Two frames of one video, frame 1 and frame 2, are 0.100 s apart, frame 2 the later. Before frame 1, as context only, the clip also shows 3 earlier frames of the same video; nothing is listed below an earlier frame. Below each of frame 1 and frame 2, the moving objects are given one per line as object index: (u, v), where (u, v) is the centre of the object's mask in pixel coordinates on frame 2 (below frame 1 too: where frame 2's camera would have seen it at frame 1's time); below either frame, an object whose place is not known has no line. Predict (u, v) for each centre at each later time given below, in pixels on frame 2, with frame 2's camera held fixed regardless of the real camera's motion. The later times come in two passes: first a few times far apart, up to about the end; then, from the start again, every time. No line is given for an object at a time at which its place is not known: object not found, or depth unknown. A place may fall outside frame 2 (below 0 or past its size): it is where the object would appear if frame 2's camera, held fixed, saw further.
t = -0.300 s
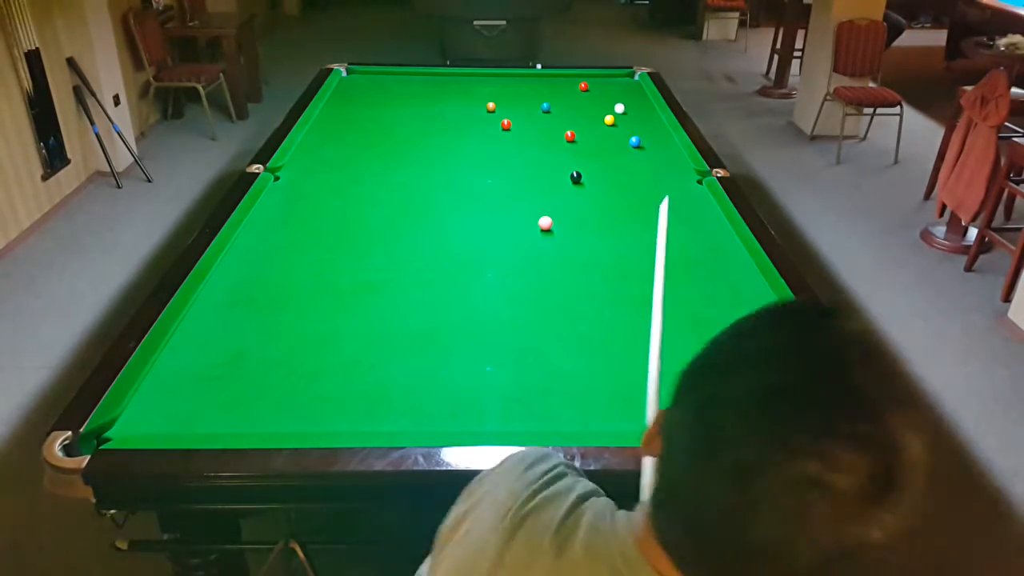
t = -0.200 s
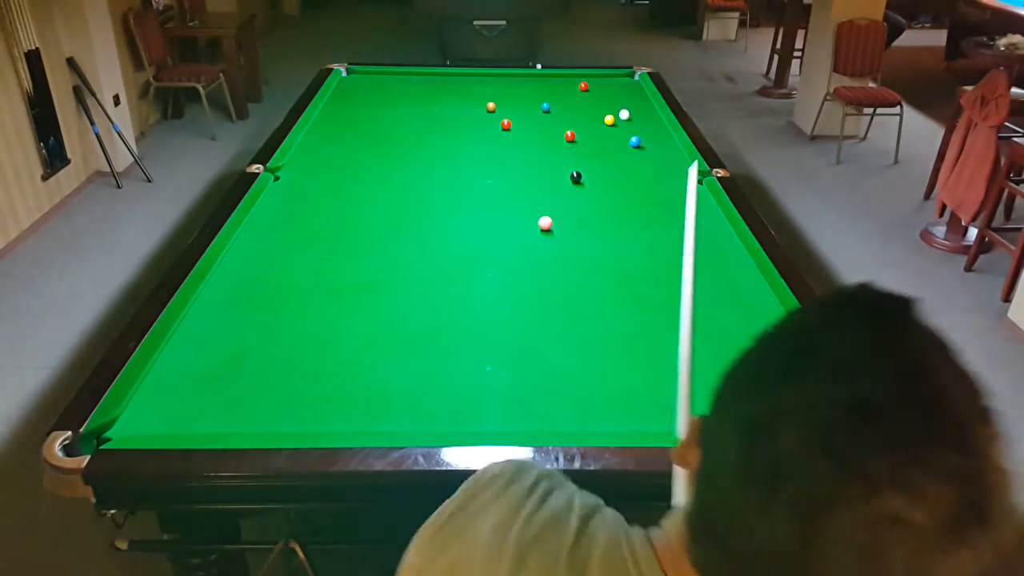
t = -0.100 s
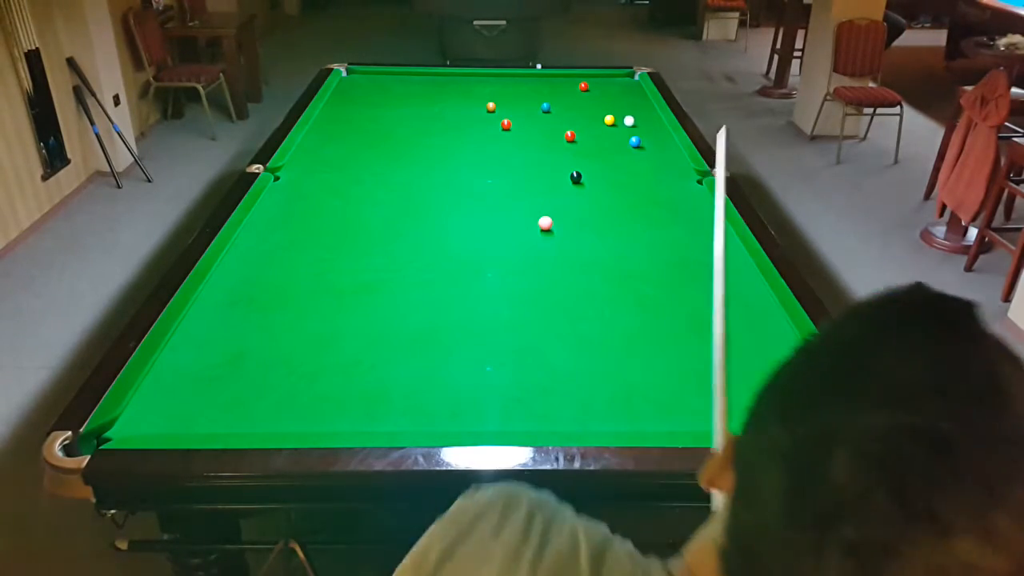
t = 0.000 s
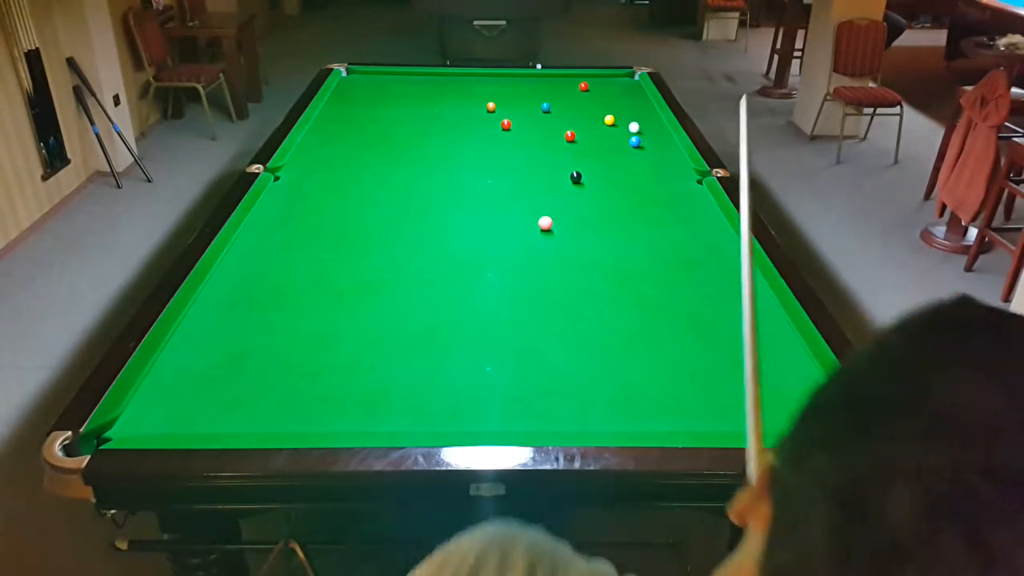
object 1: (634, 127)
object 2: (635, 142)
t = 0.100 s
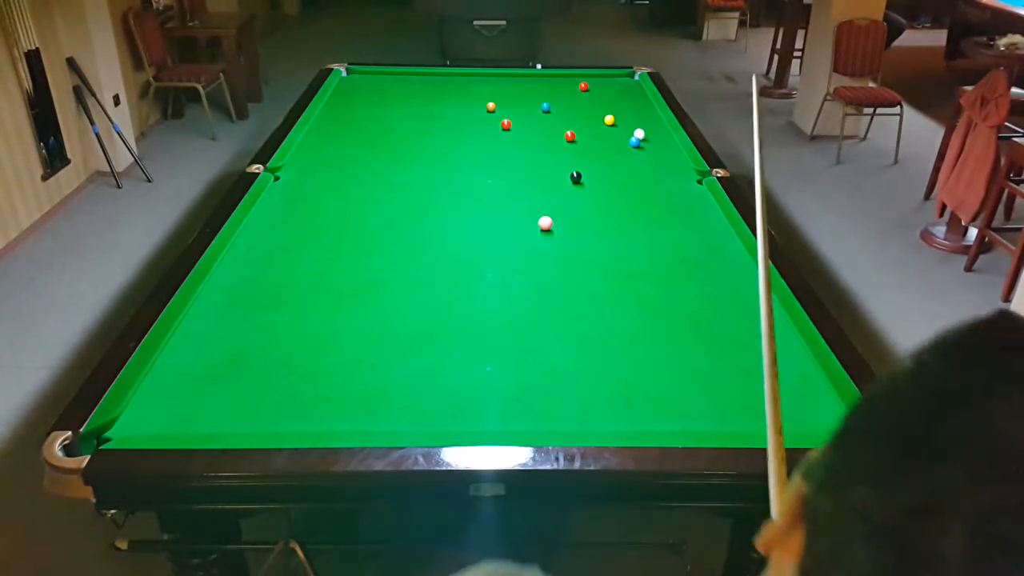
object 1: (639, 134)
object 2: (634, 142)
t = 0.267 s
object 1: (653, 145)
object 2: (630, 143)
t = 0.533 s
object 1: (681, 161)
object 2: (618, 146)
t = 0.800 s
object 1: (679, 176)
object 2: (607, 148)
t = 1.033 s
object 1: (676, 189)
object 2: (599, 150)
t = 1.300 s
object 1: (673, 205)
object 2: (590, 152)
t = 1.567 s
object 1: (669, 221)
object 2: (583, 154)
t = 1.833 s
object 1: (665, 238)
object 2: (576, 156)
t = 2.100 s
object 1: (661, 255)
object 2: (571, 157)
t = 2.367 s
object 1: (656, 273)
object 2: (568, 158)
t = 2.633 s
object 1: (651, 291)
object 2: (566, 159)
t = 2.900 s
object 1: (647, 309)
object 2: (564, 159)
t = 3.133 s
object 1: (642, 325)
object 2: (564, 159)
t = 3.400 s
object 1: (637, 342)
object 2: (564, 159)
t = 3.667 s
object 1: (632, 359)
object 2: (564, 159)
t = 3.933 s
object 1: (627, 378)
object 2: (564, 159)
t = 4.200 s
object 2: (564, 159)
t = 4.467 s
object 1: (617, 411)
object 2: (564, 159)
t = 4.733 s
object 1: (611, 423)
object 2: (564, 159)
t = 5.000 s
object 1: (605, 419)
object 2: (564, 159)
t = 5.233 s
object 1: (599, 414)
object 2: (564, 159)
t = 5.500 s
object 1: (595, 409)
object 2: (564, 159)
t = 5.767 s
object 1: (592, 406)
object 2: (564, 159)
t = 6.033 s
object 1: (592, 404)
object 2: (564, 159)
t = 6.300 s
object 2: (564, 159)
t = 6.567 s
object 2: (564, 159)
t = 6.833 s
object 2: (564, 159)
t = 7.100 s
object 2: (564, 159)
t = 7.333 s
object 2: (564, 159)
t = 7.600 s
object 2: (564, 159)
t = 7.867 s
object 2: (564, 159)
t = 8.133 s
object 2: (564, 159)
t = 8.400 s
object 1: (589, 400)
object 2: (564, 159)
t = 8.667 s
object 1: (590, 401)
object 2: (564, 159)
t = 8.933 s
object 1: (591, 401)
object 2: (564, 159)
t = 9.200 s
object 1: (591, 403)
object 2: (564, 159)
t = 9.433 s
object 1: (592, 405)
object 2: (564, 159)
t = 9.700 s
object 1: (592, 406)
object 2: (564, 159)
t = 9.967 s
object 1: (592, 405)
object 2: (564, 159)
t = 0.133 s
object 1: (641, 136)
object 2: (634, 142)
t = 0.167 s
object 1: (643, 138)
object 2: (635, 142)
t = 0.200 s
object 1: (645, 140)
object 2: (633, 142)
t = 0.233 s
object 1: (649, 143)
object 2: (632, 142)
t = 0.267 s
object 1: (653, 145)
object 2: (630, 143)
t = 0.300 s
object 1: (657, 147)
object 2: (628, 143)
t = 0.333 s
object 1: (660, 149)
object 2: (627, 143)
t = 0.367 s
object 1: (664, 151)
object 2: (625, 144)
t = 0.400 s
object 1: (668, 153)
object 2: (624, 144)
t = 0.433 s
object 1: (672, 155)
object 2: (622, 145)
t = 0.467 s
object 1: (676, 157)
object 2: (621, 145)
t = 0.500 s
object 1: (679, 159)
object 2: (619, 145)
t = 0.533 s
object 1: (681, 161)
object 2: (618, 146)
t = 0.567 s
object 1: (680, 163)
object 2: (616, 146)
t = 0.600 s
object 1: (680, 165)
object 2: (615, 146)
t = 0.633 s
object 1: (680, 166)
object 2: (614, 147)
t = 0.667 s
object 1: (680, 168)
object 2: (612, 147)
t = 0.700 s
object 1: (679, 170)
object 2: (611, 147)
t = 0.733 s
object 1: (679, 172)
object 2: (610, 148)
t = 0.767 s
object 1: (679, 174)
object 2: (608, 148)
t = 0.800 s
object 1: (679, 176)
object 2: (607, 148)
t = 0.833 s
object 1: (678, 178)
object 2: (606, 148)
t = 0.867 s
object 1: (678, 180)
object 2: (605, 149)
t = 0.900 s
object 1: (678, 181)
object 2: (603, 149)
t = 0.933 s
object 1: (677, 183)
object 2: (602, 150)
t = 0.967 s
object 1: (677, 185)
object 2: (601, 150)
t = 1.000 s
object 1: (676, 187)
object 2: (600, 150)
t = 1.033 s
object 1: (676, 189)
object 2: (599, 150)
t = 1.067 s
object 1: (676, 191)
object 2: (597, 151)
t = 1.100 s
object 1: (675, 193)
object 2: (596, 151)
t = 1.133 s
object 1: (675, 195)
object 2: (595, 151)
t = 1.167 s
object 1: (675, 197)
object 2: (594, 151)
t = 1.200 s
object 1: (674, 199)
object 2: (593, 152)
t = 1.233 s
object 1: (674, 201)
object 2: (592, 152)
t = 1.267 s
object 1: (673, 203)
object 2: (591, 152)
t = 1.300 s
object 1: (673, 205)
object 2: (590, 152)
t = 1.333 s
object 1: (672, 207)
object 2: (589, 153)
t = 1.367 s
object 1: (672, 209)
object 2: (588, 153)
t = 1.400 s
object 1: (672, 211)
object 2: (587, 153)
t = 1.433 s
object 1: (671, 213)
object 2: (586, 153)
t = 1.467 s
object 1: (671, 215)
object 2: (585, 154)
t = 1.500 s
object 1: (670, 217)
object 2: (584, 154)
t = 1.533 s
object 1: (670, 219)
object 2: (583, 154)
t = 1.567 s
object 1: (669, 221)
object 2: (583, 154)
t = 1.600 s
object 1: (669, 223)
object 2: (582, 154)
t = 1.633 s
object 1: (668, 225)
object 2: (581, 155)
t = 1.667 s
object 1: (668, 227)
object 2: (580, 155)
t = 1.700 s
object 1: (667, 229)
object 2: (579, 155)
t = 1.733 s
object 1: (667, 232)
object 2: (578, 155)
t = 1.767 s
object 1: (666, 234)
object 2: (578, 155)
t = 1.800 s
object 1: (666, 236)
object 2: (577, 156)
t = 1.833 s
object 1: (665, 238)
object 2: (576, 156)
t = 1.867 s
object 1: (665, 240)
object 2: (576, 156)
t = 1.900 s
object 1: (664, 242)
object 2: (575, 156)
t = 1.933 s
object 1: (664, 244)
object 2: (574, 156)
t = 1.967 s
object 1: (663, 246)
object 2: (574, 156)
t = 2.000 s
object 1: (663, 249)
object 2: (573, 157)
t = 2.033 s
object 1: (662, 251)
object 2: (572, 157)
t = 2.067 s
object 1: (661, 253)
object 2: (572, 157)
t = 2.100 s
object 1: (661, 255)
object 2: (571, 157)
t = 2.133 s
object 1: (660, 258)
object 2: (571, 157)
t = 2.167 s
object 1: (660, 260)
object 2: (570, 157)
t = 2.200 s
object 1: (659, 262)
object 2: (570, 158)
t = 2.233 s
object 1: (659, 264)
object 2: (570, 158)
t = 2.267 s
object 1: (658, 266)
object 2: (569, 158)
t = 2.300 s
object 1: (658, 268)
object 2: (569, 158)
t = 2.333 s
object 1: (657, 271)
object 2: (568, 158)
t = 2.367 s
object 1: (656, 273)
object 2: (568, 158)
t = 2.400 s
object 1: (656, 275)
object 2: (568, 158)
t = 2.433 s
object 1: (655, 277)
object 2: (567, 158)
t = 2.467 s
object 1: (655, 280)
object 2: (567, 159)
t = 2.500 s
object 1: (654, 282)
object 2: (567, 159)
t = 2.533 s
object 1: (653, 284)
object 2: (566, 159)
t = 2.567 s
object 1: (653, 286)
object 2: (566, 159)
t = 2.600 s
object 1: (652, 289)
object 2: (566, 159)
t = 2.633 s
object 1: (651, 291)
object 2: (566, 159)
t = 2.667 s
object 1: (651, 293)
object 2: (566, 159)
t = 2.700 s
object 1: (650, 295)
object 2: (565, 159)
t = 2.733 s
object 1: (650, 298)
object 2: (565, 159)
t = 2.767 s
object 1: (649, 300)
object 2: (565, 159)
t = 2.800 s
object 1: (648, 302)
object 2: (565, 159)
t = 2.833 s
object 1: (648, 304)
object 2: (564, 159)
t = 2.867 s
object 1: (647, 307)
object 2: (564, 159)
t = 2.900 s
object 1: (647, 309)
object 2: (564, 159)
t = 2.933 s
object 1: (646, 311)
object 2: (564, 159)
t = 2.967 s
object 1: (645, 313)
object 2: (564, 159)
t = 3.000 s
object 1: (645, 315)
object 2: (564, 159)
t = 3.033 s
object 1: (644, 318)
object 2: (564, 159)
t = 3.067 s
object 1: (644, 320)
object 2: (564, 159)
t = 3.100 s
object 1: (643, 322)
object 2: (564, 159)
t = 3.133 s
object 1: (642, 325)
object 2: (564, 159)
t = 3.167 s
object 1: (642, 327)
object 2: (564, 159)
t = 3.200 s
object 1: (641, 329)
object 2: (564, 159)
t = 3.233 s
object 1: (641, 331)
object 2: (564, 159)
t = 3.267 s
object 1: (640, 333)
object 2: (564, 159)
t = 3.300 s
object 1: (639, 335)
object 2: (564, 159)
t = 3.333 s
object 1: (639, 338)
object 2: (564, 159)
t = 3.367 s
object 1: (638, 340)
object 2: (564, 159)
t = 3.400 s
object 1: (637, 342)
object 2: (564, 159)
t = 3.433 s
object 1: (637, 345)
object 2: (564, 159)
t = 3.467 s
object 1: (636, 347)
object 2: (564, 159)
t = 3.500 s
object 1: (635, 349)
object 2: (564, 159)
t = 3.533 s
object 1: (635, 351)
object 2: (564, 159)
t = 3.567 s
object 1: (634, 353)
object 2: (564, 159)
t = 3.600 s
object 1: (634, 356)
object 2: (564, 159)
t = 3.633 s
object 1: (633, 357)
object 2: (564, 159)
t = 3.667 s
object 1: (632, 359)
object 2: (564, 159)
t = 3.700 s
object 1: (632, 362)
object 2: (564, 159)
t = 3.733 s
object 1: (631, 364)
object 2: (564, 159)
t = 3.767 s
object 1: (630, 366)
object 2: (564, 159)
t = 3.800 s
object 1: (630, 368)
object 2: (564, 159)
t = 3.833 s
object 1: (629, 371)
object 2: (564, 159)
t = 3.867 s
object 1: (629, 373)
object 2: (564, 159)
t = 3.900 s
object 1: (628, 375)
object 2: (564, 159)
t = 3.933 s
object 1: (627, 378)
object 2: (564, 159)
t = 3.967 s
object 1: (627, 379)
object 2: (564, 159)
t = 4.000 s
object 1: (626, 381)
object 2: (564, 159)
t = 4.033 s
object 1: (625, 383)
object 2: (564, 159)
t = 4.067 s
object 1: (624, 385)
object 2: (564, 159)
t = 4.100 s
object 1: (620, 383)
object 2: (564, 159)
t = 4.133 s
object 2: (564, 159)
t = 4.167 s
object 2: (564, 159)
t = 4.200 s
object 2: (564, 159)
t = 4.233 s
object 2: (564, 159)
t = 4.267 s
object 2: (564, 159)
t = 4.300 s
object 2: (564, 159)
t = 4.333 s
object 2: (564, 159)
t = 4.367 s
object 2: (564, 159)
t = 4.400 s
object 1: (619, 407)
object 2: (564, 159)
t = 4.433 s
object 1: (618, 409)
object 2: (564, 159)
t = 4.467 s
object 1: (617, 411)
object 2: (564, 159)
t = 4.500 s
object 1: (617, 412)
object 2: (564, 159)
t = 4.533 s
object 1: (616, 415)
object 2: (564, 159)
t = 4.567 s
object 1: (615, 417)
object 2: (564, 159)
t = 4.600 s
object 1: (614, 418)
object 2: (564, 159)
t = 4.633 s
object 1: (614, 419)
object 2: (564, 159)
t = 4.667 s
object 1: (613, 420)
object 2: (564, 159)
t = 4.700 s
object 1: (613, 421)
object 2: (564, 159)
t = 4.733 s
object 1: (611, 423)
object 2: (564, 159)
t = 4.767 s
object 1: (611, 424)
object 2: (564, 159)
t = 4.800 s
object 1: (610, 423)
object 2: (564, 159)
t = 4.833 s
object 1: (609, 422)
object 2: (564, 159)
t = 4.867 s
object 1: (608, 422)
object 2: (564, 159)
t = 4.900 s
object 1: (607, 421)
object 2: (564, 159)
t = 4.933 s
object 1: (606, 420)
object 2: (564, 159)
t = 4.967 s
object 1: (605, 420)
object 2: (564, 159)
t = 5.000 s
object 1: (605, 419)
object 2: (564, 159)
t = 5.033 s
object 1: (604, 418)
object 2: (564, 159)
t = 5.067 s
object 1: (603, 418)
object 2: (564, 159)
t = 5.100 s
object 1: (602, 417)
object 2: (564, 159)
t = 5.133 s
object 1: (602, 417)
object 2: (564, 159)
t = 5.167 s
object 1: (601, 416)
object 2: (564, 159)
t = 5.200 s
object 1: (600, 414)
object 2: (564, 159)
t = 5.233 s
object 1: (599, 414)
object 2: (564, 159)
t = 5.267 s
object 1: (599, 413)
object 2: (564, 159)
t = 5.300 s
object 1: (598, 413)
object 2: (564, 159)
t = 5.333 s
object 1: (598, 412)
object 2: (564, 159)
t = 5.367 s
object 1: (601, 407)
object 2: (564, 159)
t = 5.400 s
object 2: (564, 159)
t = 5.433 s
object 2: (564, 159)
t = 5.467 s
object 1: (595, 405)
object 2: (564, 159)
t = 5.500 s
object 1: (595, 409)
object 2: (564, 159)
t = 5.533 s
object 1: (595, 409)
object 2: (564, 159)
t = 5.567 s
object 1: (594, 408)
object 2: (564, 159)
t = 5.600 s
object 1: (594, 408)
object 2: (564, 159)
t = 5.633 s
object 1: (593, 407)
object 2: (564, 159)
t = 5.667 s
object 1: (593, 407)
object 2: (564, 159)
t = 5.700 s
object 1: (593, 406)
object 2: (564, 159)
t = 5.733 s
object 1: (593, 406)
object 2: (564, 159)
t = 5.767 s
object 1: (592, 406)
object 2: (564, 159)
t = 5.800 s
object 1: (592, 406)
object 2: (564, 159)
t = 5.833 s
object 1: (592, 405)
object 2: (564, 159)
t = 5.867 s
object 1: (592, 405)
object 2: (564, 159)
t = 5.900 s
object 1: (592, 405)
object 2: (564, 159)
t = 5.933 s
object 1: (592, 405)
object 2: (564, 159)
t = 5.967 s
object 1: (592, 404)
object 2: (564, 159)
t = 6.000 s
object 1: (592, 404)
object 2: (564, 159)
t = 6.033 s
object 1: (592, 404)
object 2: (564, 159)
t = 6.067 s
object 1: (591, 405)
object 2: (564, 159)
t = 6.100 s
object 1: (591, 405)
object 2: (564, 159)
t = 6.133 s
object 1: (591, 405)
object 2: (564, 159)
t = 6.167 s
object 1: (590, 404)
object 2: (564, 159)
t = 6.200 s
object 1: (590, 402)
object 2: (564, 159)
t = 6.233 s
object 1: (588, 401)
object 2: (564, 159)
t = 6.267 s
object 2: (564, 159)
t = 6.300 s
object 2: (564, 159)
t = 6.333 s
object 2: (564, 159)
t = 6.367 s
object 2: (564, 159)
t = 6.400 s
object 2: (564, 159)
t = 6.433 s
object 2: (564, 159)
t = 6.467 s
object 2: (564, 159)
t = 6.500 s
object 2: (564, 159)
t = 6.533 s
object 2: (564, 159)
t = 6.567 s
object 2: (564, 159)
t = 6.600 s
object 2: (564, 159)
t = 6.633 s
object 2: (564, 159)
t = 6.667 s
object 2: (564, 159)
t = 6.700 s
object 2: (564, 159)
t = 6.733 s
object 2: (564, 159)
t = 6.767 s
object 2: (564, 159)
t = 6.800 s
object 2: (564, 159)
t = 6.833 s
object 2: (564, 159)
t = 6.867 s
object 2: (564, 159)
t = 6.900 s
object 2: (564, 159)
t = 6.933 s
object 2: (564, 159)
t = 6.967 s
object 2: (564, 159)
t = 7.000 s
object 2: (564, 159)
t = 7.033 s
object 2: (564, 159)
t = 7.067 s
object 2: (564, 159)
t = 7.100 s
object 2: (564, 159)
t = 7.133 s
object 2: (564, 159)
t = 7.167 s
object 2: (564, 159)
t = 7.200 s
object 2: (564, 159)
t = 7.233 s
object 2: (564, 159)
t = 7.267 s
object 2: (564, 159)
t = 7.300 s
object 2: (564, 159)
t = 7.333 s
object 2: (564, 159)
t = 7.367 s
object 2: (564, 159)
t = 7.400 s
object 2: (564, 159)
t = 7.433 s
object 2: (564, 159)
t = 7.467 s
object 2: (564, 159)
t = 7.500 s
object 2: (564, 159)
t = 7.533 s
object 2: (564, 159)
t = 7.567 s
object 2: (564, 159)
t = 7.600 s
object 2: (564, 159)
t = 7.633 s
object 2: (564, 159)
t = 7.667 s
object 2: (564, 159)
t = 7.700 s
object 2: (564, 159)
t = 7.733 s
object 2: (564, 159)
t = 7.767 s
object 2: (564, 159)
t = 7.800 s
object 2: (564, 159)
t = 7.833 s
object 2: (564, 159)
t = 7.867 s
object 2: (564, 159)
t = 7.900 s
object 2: (564, 159)
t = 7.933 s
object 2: (564, 159)
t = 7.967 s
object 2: (564, 159)
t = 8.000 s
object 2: (564, 159)
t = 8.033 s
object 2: (564, 159)
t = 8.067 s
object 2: (564, 159)
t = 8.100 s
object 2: (564, 159)
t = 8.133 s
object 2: (564, 159)
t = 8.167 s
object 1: (589, 398)
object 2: (564, 159)
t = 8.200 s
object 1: (589, 398)
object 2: (564, 159)
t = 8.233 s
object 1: (589, 398)
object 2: (564, 159)
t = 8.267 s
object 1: (589, 399)
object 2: (564, 159)
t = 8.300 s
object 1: (588, 399)
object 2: (564, 159)
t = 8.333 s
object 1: (588, 399)
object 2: (564, 159)
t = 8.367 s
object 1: (588, 400)
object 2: (564, 159)
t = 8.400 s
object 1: (589, 400)
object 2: (564, 159)
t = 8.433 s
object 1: (589, 400)
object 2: (564, 159)
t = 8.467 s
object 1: (589, 400)
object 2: (564, 159)
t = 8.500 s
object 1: (589, 400)
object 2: (564, 159)
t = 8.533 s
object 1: (589, 400)
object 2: (564, 159)
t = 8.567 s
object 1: (590, 400)
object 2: (564, 159)
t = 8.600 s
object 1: (590, 400)
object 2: (564, 159)
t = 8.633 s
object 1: (590, 401)
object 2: (564, 159)
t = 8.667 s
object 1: (590, 401)
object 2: (564, 159)
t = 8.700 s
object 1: (590, 401)
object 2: (564, 159)
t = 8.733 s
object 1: (590, 401)
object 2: (564, 159)
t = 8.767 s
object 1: (590, 401)
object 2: (564, 159)
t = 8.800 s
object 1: (590, 401)
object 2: (564, 159)
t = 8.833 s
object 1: (590, 401)
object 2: (564, 159)
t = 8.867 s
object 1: (591, 401)
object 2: (564, 159)
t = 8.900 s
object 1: (591, 401)
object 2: (564, 159)
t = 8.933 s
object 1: (591, 401)
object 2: (564, 159)
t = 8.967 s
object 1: (591, 401)
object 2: (564, 159)
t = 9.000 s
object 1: (591, 401)
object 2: (564, 159)
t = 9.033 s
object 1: (591, 402)
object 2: (564, 159)
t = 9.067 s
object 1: (591, 402)
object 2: (564, 159)
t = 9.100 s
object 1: (591, 402)
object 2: (564, 159)
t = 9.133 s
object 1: (591, 402)
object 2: (564, 159)
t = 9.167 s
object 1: (591, 402)
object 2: (564, 159)
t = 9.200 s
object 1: (591, 403)
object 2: (564, 159)
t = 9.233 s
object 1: (591, 403)
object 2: (564, 159)
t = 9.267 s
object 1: (591, 403)
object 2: (564, 159)
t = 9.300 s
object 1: (592, 403)
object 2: (564, 159)
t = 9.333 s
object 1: (592, 404)
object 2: (564, 159)
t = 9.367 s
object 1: (592, 404)
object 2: (564, 159)
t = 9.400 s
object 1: (592, 405)
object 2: (564, 159)
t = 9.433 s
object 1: (592, 405)
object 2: (564, 159)
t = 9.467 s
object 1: (592, 405)
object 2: (564, 159)
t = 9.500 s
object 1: (592, 405)
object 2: (564, 159)
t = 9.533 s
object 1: (592, 406)
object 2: (564, 159)
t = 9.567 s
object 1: (592, 406)
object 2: (564, 159)
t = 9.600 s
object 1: (592, 406)
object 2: (564, 159)
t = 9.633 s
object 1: (592, 406)
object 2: (564, 159)
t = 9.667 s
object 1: (592, 406)
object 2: (564, 159)
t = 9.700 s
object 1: (592, 406)
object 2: (564, 159)
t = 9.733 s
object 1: (592, 406)
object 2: (564, 159)
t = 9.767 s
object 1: (592, 405)
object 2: (564, 159)
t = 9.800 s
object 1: (592, 405)
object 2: (564, 159)
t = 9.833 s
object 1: (592, 405)
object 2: (564, 159)
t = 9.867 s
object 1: (592, 405)
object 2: (564, 159)
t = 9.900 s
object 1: (592, 405)
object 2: (564, 159)
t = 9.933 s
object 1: (592, 405)
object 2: (564, 159)
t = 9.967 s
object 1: (592, 405)
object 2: (564, 159)
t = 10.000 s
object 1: (592, 405)
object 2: (564, 159)
